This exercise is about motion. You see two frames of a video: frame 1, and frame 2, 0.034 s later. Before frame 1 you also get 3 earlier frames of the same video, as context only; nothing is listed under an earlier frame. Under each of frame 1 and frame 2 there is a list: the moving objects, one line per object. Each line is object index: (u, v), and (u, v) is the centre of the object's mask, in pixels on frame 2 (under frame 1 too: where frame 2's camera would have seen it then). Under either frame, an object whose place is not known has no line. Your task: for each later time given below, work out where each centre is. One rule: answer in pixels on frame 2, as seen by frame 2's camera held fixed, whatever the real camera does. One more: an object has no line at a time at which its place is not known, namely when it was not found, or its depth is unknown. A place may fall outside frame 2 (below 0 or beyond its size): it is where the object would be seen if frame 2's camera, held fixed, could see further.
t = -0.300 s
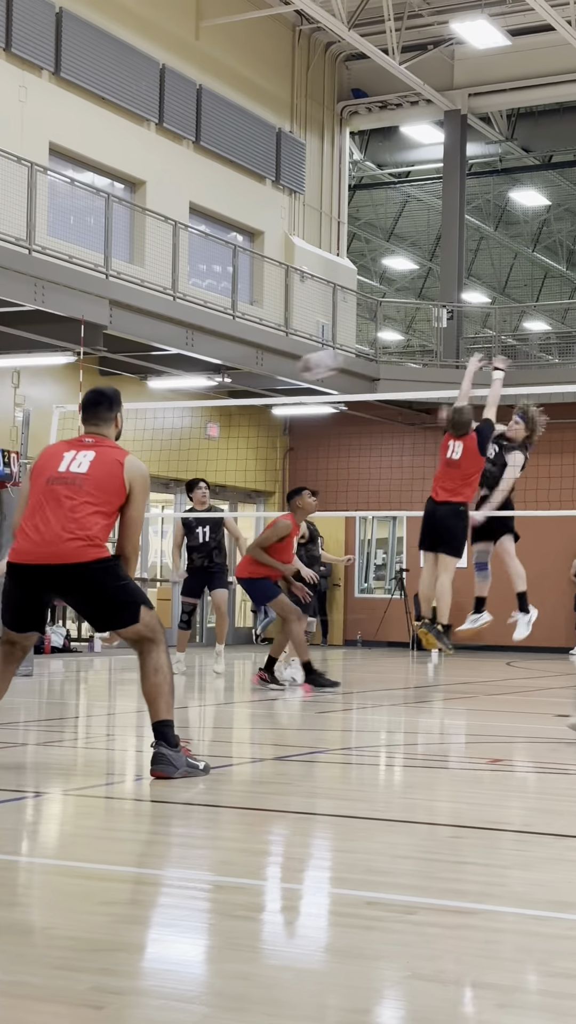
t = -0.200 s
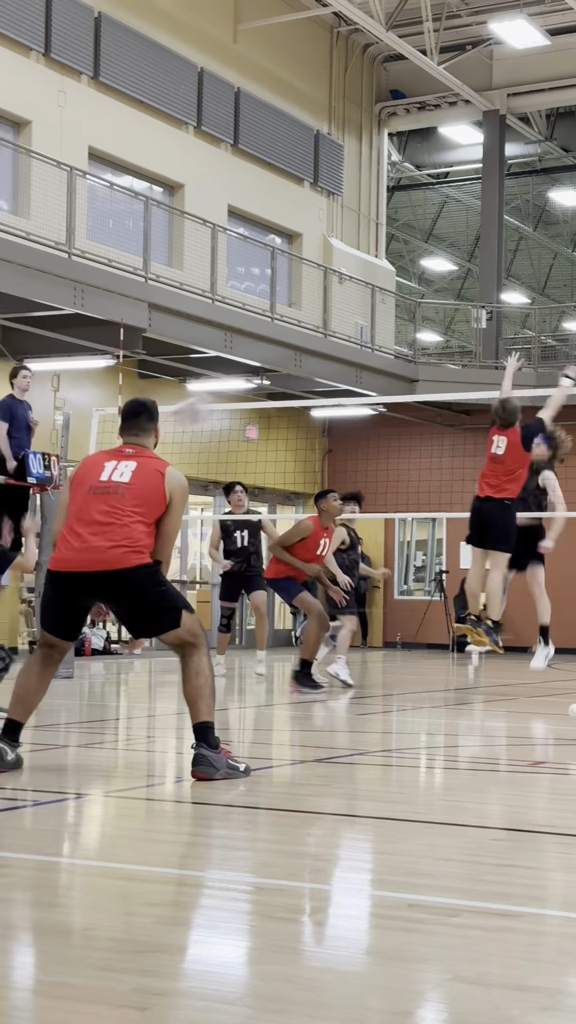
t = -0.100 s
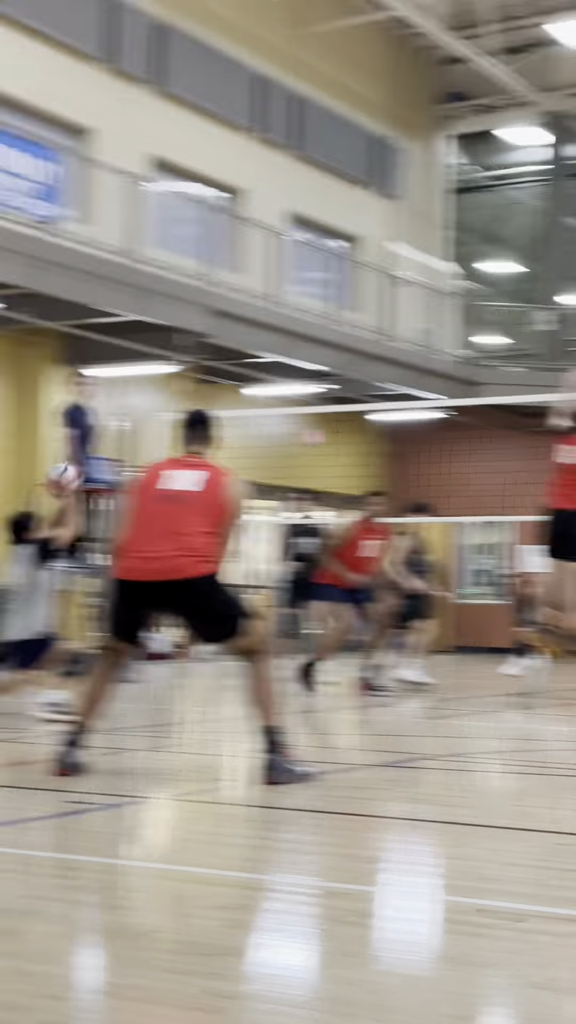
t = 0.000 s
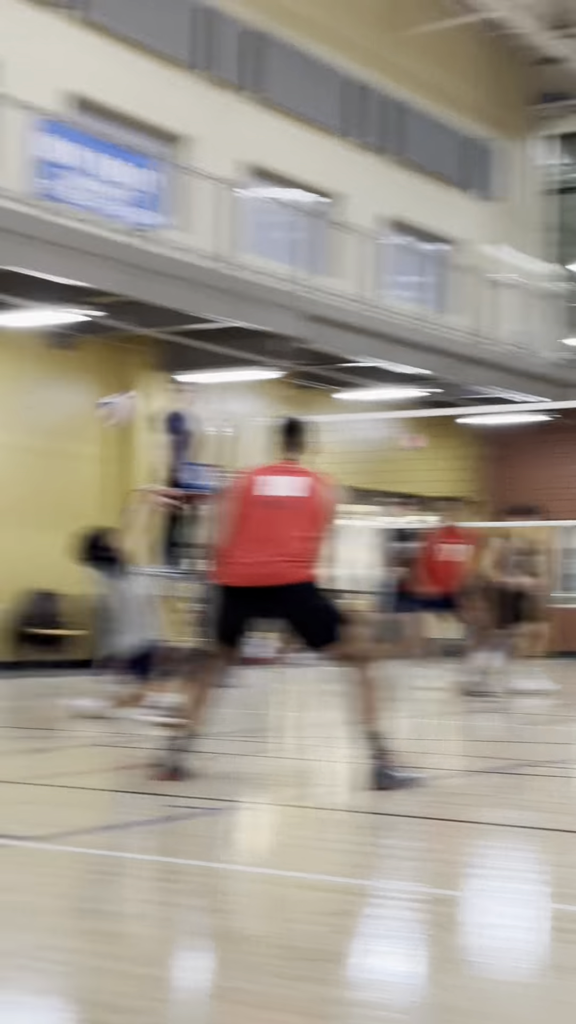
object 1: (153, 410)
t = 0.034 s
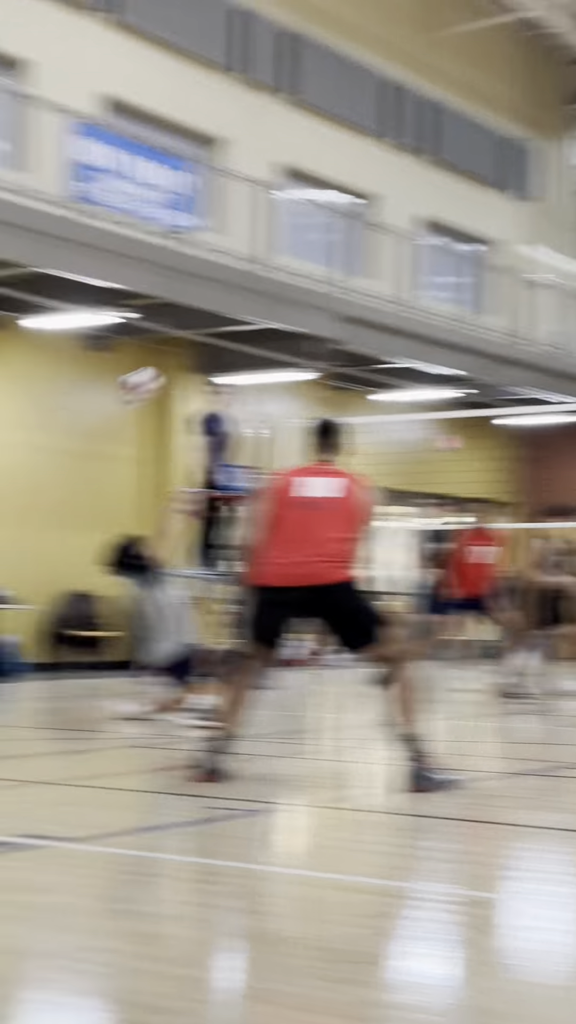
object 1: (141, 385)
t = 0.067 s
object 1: (129, 361)
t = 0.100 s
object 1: (116, 340)
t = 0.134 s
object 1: (103, 320)
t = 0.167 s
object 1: (89, 297)
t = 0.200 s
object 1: (73, 284)
